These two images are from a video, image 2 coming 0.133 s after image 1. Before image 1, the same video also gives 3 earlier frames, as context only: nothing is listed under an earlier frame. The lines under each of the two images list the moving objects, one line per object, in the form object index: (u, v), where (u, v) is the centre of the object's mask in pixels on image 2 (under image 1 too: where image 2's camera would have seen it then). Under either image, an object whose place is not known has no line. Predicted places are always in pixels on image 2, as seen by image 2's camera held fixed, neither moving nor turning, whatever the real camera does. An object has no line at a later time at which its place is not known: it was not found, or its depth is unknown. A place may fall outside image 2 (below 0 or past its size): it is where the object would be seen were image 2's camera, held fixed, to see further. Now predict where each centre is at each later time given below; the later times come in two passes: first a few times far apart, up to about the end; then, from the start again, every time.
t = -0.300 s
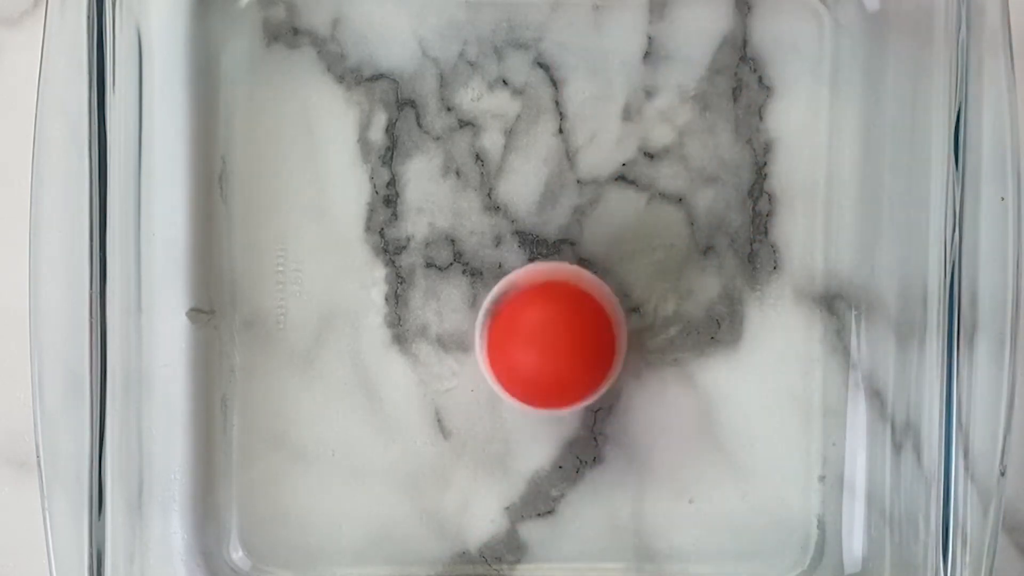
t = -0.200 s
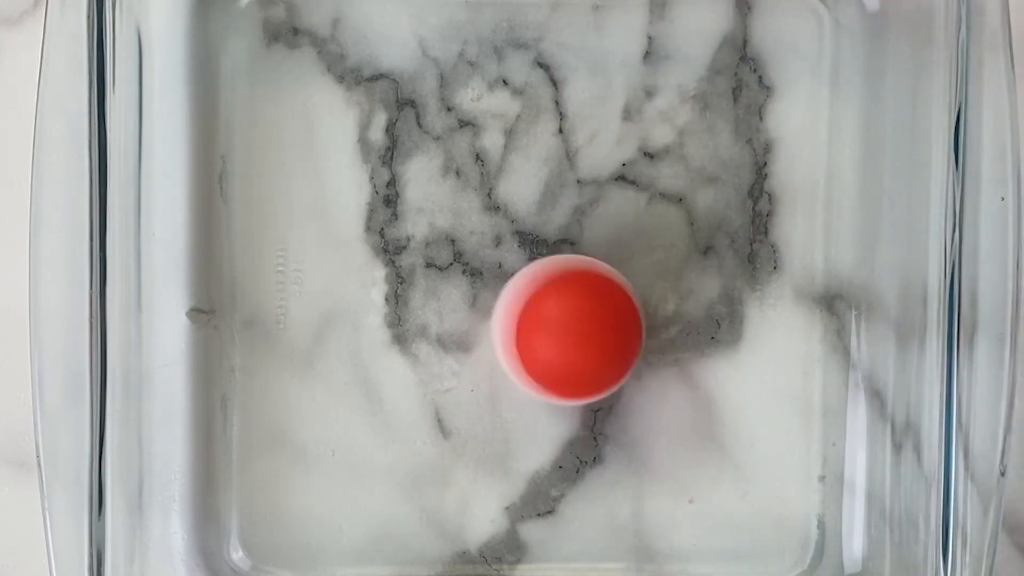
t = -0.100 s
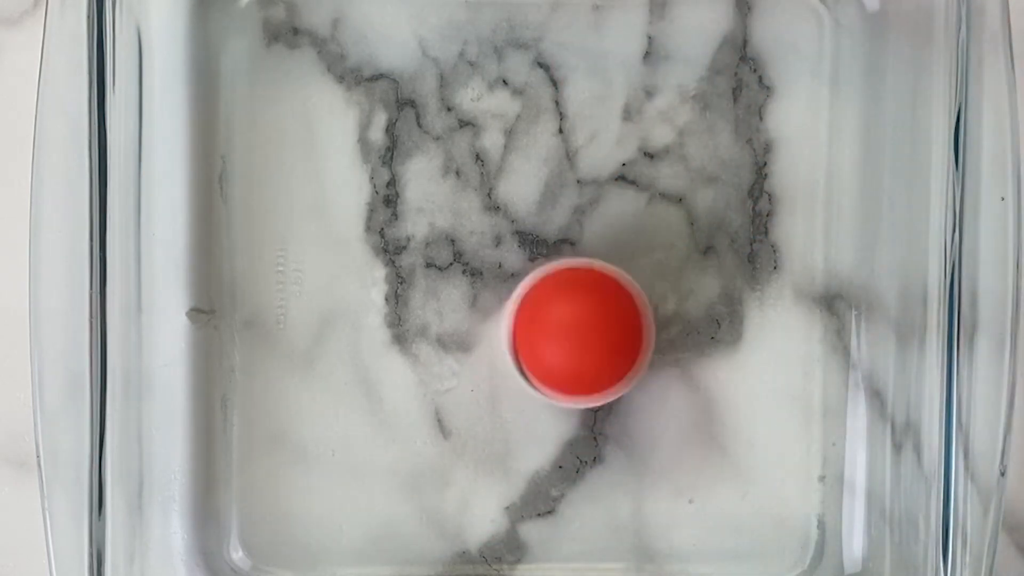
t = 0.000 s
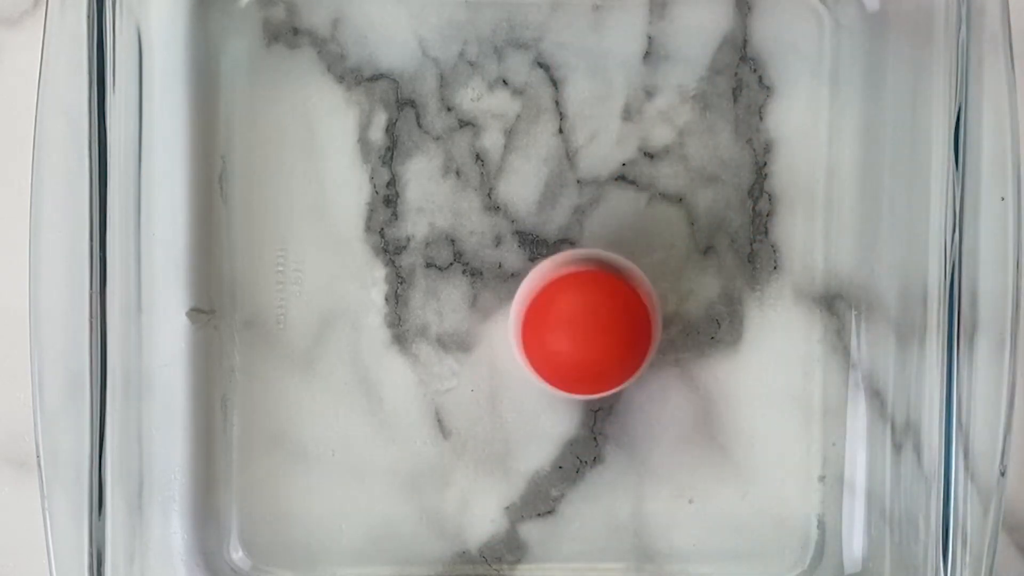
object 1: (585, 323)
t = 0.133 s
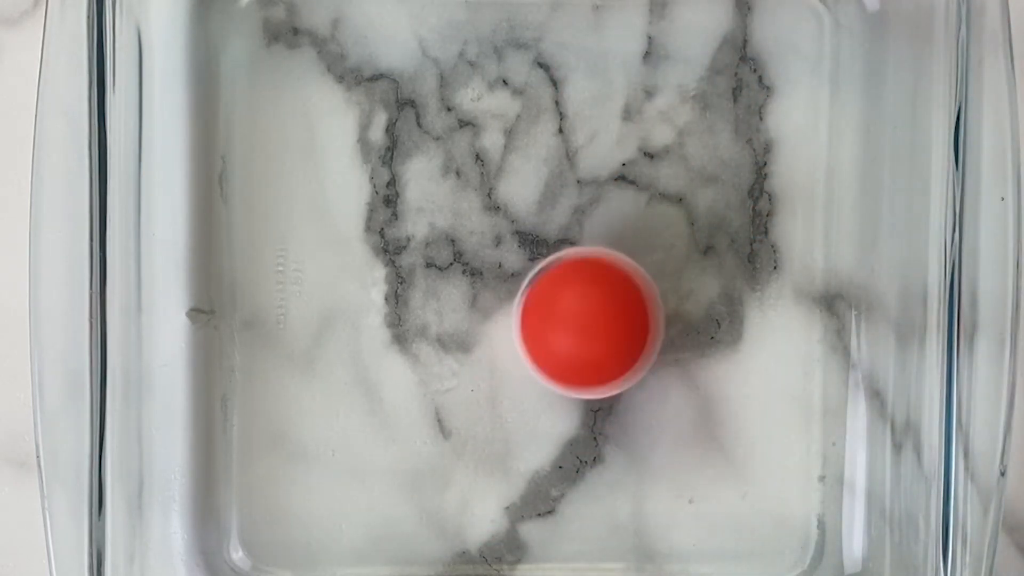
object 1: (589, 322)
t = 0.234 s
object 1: (597, 329)
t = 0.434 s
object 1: (578, 343)
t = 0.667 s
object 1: (547, 353)
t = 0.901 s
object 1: (518, 365)
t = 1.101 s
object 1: (487, 366)
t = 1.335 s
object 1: (465, 377)
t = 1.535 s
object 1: (479, 373)
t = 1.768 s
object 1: (496, 366)
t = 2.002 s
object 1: (531, 383)
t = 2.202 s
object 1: (574, 378)
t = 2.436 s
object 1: (612, 363)
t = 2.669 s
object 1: (604, 372)
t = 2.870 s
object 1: (599, 387)
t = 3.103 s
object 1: (569, 383)
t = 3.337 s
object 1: (535, 371)
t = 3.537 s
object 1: (515, 378)
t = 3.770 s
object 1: (506, 381)
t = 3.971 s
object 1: (505, 376)
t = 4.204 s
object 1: (510, 366)
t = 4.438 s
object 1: (518, 357)
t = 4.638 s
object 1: (525, 352)
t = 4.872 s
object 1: (534, 346)
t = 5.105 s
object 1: (539, 341)
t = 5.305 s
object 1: (545, 339)
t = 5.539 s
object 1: (550, 335)
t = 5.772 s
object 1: (550, 331)
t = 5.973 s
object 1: (553, 332)
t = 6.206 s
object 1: (553, 333)
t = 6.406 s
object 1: (557, 333)
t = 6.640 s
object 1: (557, 335)
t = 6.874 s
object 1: (560, 335)
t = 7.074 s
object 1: (562, 336)
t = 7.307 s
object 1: (561, 338)
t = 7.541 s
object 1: (562, 339)
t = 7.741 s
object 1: (563, 339)
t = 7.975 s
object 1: (564, 341)
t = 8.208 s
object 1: (565, 343)
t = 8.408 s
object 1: (565, 344)
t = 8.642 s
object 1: (564, 345)
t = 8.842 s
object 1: (565, 347)
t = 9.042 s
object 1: (566, 347)
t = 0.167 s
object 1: (597, 325)
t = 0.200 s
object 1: (594, 330)
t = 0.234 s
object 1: (597, 329)
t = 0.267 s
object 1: (595, 336)
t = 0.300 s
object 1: (593, 332)
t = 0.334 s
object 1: (593, 340)
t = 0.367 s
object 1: (586, 337)
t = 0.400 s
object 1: (588, 343)
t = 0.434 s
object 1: (578, 343)
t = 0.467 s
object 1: (581, 345)
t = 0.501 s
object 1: (571, 349)
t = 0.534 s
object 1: (569, 348)
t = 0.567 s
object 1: (563, 353)
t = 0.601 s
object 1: (557, 349)
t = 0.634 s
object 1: (556, 355)
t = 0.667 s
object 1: (547, 353)
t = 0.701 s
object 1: (550, 353)
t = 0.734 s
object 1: (541, 356)
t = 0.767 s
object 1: (541, 353)
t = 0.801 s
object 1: (535, 360)
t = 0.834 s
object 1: (528, 358)
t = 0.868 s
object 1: (527, 365)
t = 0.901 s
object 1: (518, 365)
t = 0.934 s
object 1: (516, 368)
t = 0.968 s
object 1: (506, 371)
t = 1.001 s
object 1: (498, 364)
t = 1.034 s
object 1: (496, 368)
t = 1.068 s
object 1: (486, 366)
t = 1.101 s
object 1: (487, 366)
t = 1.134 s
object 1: (478, 372)
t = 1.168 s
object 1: (475, 368)
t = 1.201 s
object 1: (473, 377)
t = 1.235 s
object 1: (465, 375)
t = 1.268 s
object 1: (469, 379)
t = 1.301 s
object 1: (463, 382)
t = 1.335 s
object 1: (465, 377)
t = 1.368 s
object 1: (465, 379)
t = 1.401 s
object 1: (461, 374)
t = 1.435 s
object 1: (468, 370)
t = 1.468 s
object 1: (468, 374)
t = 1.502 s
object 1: (471, 368)
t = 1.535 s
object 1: (479, 373)
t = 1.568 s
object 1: (478, 374)
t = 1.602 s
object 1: (485, 368)
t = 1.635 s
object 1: (487, 371)
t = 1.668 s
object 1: (488, 366)
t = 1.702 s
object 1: (495, 368)
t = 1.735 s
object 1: (493, 371)
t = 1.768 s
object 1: (496, 366)
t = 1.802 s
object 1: (504, 370)
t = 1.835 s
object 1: (502, 369)
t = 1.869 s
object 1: (511, 365)
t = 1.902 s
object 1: (514, 371)
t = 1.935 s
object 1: (518, 371)
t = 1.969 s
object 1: (526, 374)
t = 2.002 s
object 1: (531, 383)
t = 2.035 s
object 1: (533, 383)
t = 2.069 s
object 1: (545, 386)
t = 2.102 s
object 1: (551, 389)
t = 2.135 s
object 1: (560, 379)
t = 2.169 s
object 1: (573, 380)
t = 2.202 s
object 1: (574, 378)
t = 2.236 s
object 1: (585, 370)
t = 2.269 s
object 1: (594, 374)
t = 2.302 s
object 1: (594, 371)
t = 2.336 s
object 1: (604, 365)
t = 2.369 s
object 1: (606, 369)
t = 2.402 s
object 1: (606, 363)
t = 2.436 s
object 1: (612, 363)
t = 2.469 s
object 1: (613, 368)
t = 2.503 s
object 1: (611, 366)
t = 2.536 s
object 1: (614, 365)
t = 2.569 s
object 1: (613, 370)
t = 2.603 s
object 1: (605, 368)
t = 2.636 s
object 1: (606, 366)
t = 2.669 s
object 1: (604, 372)
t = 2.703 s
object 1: (599, 371)
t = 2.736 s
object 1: (606, 371)
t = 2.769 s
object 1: (605, 380)
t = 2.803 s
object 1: (599, 378)
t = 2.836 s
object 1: (602, 379)
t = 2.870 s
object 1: (599, 387)
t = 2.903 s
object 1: (592, 384)
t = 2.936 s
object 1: (593, 384)
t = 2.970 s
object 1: (588, 390)
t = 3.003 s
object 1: (581, 386)
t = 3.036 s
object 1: (582, 385)
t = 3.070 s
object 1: (578, 386)
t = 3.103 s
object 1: (569, 383)
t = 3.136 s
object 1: (565, 376)
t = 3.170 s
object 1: (564, 377)
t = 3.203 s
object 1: (552, 376)
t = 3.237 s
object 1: (547, 369)
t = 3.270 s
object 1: (547, 372)
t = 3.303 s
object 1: (540, 374)
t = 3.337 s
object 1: (535, 371)
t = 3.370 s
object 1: (534, 374)
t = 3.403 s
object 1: (529, 377)
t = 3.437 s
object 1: (524, 375)
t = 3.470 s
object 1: (523, 376)
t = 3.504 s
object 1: (520, 379)
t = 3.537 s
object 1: (515, 378)
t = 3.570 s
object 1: (514, 379)
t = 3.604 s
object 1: (512, 381)
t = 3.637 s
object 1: (508, 381)
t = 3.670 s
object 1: (508, 380)
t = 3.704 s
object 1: (507, 381)
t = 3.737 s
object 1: (506, 383)
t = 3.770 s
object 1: (506, 381)
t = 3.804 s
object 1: (504, 380)
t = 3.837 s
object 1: (505, 380)
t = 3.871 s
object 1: (505, 379)
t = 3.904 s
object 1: (505, 379)
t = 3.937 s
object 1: (506, 376)
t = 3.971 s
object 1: (505, 376)
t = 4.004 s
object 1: (507, 376)
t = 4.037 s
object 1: (507, 373)
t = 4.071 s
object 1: (508, 375)
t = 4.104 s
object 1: (509, 370)
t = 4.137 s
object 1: (511, 370)
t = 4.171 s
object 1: (513, 370)
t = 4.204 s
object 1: (510, 366)
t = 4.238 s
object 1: (513, 366)
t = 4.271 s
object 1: (514, 363)
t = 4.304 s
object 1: (514, 363)
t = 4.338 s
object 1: (516, 361)
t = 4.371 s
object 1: (518, 359)
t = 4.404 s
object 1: (519, 358)
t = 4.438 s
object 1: (518, 357)
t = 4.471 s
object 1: (519, 356)
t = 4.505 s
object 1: (521, 356)
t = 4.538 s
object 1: (522, 355)
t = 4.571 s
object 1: (521, 354)
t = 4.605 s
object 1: (524, 353)
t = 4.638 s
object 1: (525, 352)
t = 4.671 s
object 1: (527, 353)
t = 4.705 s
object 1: (527, 350)
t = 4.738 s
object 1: (529, 349)
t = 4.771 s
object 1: (531, 348)
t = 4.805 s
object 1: (531, 349)
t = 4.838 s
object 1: (531, 347)
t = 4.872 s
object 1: (534, 346)
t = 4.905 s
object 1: (535, 345)
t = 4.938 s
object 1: (534, 346)
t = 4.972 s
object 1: (535, 343)
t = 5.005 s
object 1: (538, 343)
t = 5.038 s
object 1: (539, 342)
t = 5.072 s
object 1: (538, 343)
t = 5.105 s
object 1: (539, 341)
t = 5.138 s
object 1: (541, 342)
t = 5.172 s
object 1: (542, 341)
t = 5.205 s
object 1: (540, 341)
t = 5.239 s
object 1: (543, 339)
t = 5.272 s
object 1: (544, 340)
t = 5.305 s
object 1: (545, 339)
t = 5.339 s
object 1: (544, 339)
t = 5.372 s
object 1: (545, 337)
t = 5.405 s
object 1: (547, 338)
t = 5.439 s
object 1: (548, 337)
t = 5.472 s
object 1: (547, 337)
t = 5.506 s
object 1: (549, 335)
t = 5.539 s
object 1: (550, 335)
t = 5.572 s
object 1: (551, 334)
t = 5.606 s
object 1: (550, 334)
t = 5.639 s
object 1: (550, 333)
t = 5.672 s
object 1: (552, 332)
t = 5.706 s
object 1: (552, 332)
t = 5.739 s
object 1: (550, 333)
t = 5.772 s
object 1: (550, 331)
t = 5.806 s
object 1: (552, 331)
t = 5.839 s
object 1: (552, 332)
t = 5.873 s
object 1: (552, 332)
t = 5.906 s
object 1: (550, 332)
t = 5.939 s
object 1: (552, 331)
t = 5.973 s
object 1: (553, 332)
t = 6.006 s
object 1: (553, 332)
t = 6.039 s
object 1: (552, 333)
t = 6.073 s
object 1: (553, 331)
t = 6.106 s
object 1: (553, 332)
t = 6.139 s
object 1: (555, 332)
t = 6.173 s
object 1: (554, 333)
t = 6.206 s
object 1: (553, 333)
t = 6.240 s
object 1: (555, 332)
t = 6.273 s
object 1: (556, 333)
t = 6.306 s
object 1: (557, 333)
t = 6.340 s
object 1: (555, 333)
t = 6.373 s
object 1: (556, 333)
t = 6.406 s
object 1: (557, 333)
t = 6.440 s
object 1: (558, 333)
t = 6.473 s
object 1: (557, 334)
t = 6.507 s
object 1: (556, 333)
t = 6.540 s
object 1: (557, 333)
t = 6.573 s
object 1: (558, 334)
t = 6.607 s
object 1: (559, 333)
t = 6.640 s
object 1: (557, 335)
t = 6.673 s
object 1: (558, 334)
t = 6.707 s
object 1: (558, 334)
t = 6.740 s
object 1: (559, 335)
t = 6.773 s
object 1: (560, 335)
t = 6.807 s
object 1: (559, 335)
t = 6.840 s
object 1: (559, 335)
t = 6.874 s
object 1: (560, 335)
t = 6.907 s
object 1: (561, 335)
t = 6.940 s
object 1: (561, 335)
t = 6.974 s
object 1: (560, 336)
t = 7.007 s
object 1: (560, 335)
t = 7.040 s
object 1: (560, 335)
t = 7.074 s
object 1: (562, 336)
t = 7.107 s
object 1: (562, 336)
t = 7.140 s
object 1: (561, 336)
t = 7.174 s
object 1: (560, 336)
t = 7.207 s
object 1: (561, 336)
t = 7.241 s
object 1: (562, 337)
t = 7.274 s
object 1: (562, 337)
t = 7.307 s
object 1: (561, 338)
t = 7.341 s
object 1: (561, 337)
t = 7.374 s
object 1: (562, 337)
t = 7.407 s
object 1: (562, 338)
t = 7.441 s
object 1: (563, 338)
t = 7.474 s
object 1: (562, 339)
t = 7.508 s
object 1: (562, 339)
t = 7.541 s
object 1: (562, 339)
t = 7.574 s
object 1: (563, 339)
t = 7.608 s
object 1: (563, 339)
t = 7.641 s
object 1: (564, 340)
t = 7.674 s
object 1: (562, 340)
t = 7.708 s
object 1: (562, 339)
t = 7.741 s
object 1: (563, 339)
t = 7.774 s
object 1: (564, 340)
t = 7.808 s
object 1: (564, 340)
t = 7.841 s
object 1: (563, 340)
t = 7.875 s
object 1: (562, 340)
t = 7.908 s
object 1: (563, 340)
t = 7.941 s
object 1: (563, 341)
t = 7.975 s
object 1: (564, 341)
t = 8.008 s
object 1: (565, 342)
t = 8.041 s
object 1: (563, 342)
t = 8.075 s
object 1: (563, 341)
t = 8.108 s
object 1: (564, 341)
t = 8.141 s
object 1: (564, 342)
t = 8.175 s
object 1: (565, 342)
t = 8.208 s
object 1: (565, 343)
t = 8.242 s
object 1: (564, 343)
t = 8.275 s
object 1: (564, 342)
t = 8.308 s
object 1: (564, 342)
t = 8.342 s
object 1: (564, 343)
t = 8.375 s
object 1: (565, 343)
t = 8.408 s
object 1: (565, 344)
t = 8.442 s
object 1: (564, 345)
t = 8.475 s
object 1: (563, 344)
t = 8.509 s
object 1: (564, 344)
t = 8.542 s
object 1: (564, 344)
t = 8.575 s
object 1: (565, 344)
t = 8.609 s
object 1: (566, 345)
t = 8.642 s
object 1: (564, 345)
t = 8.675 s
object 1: (563, 344)
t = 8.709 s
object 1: (564, 344)
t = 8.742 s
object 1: (565, 345)
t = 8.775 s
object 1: (565, 345)
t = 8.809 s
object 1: (566, 346)
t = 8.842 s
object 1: (565, 347)
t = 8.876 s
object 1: (564, 346)
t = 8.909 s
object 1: (564, 346)
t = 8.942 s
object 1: (565, 345)
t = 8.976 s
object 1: (565, 346)
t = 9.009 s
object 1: (565, 346)
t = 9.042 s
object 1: (566, 347)
